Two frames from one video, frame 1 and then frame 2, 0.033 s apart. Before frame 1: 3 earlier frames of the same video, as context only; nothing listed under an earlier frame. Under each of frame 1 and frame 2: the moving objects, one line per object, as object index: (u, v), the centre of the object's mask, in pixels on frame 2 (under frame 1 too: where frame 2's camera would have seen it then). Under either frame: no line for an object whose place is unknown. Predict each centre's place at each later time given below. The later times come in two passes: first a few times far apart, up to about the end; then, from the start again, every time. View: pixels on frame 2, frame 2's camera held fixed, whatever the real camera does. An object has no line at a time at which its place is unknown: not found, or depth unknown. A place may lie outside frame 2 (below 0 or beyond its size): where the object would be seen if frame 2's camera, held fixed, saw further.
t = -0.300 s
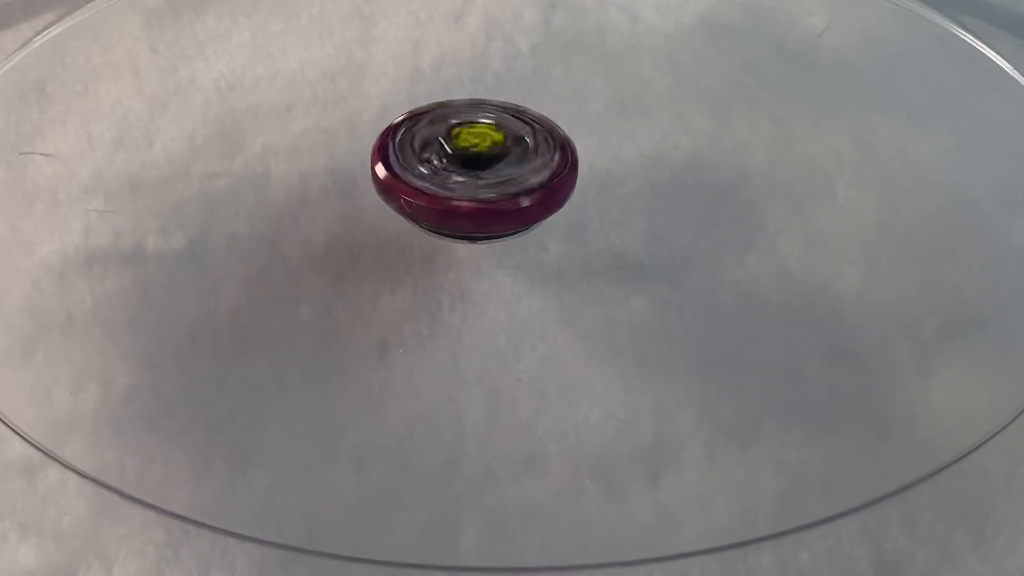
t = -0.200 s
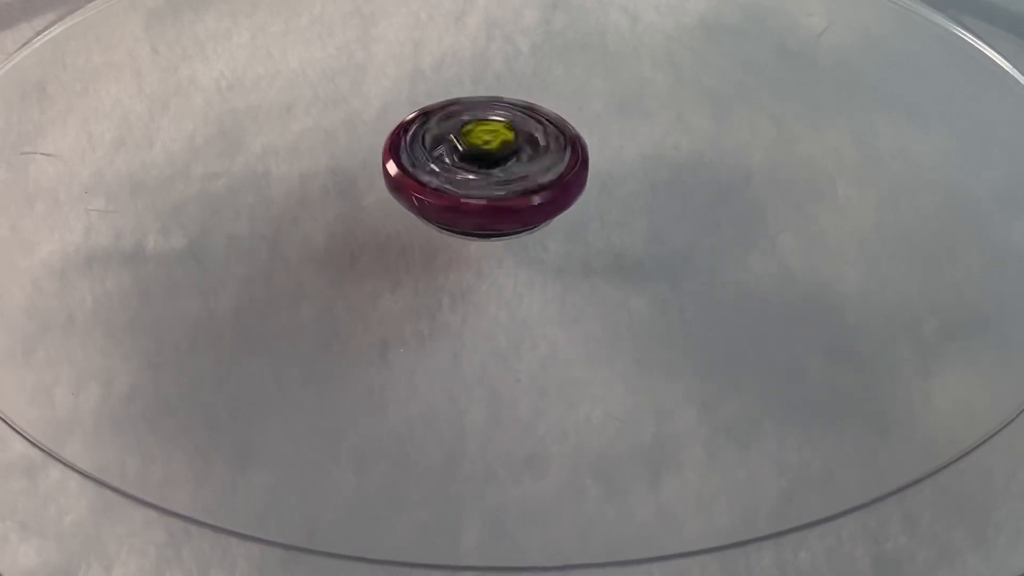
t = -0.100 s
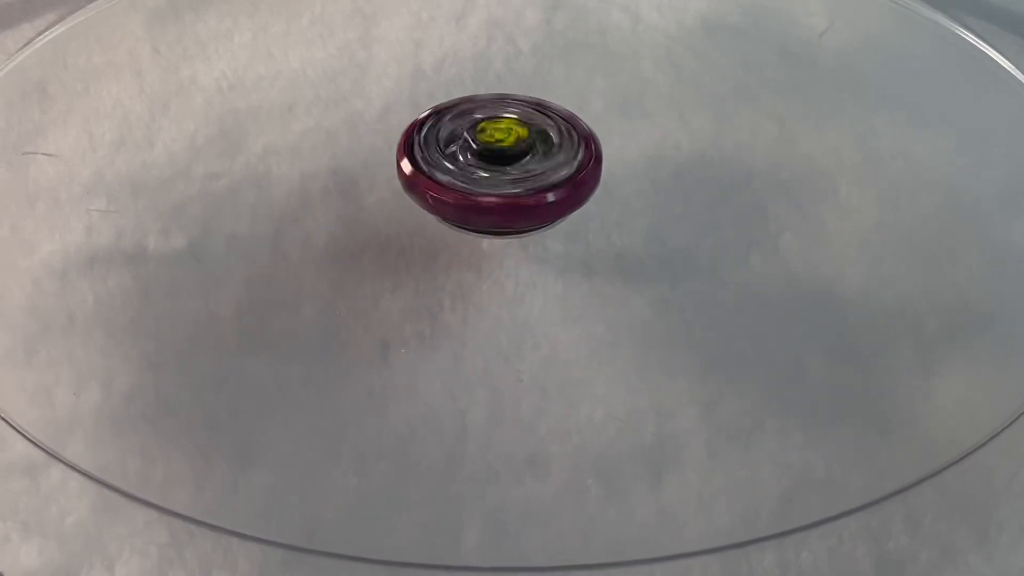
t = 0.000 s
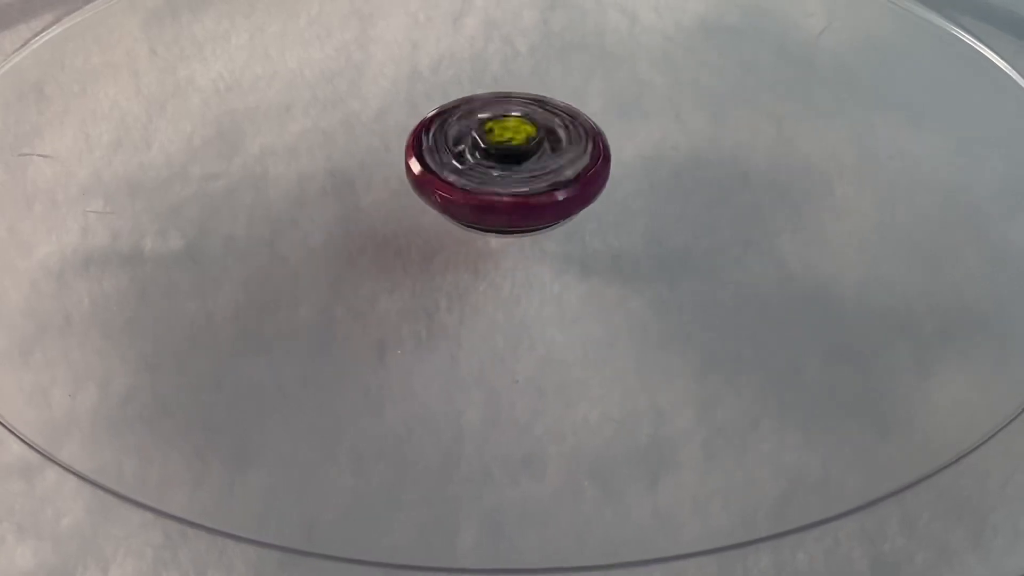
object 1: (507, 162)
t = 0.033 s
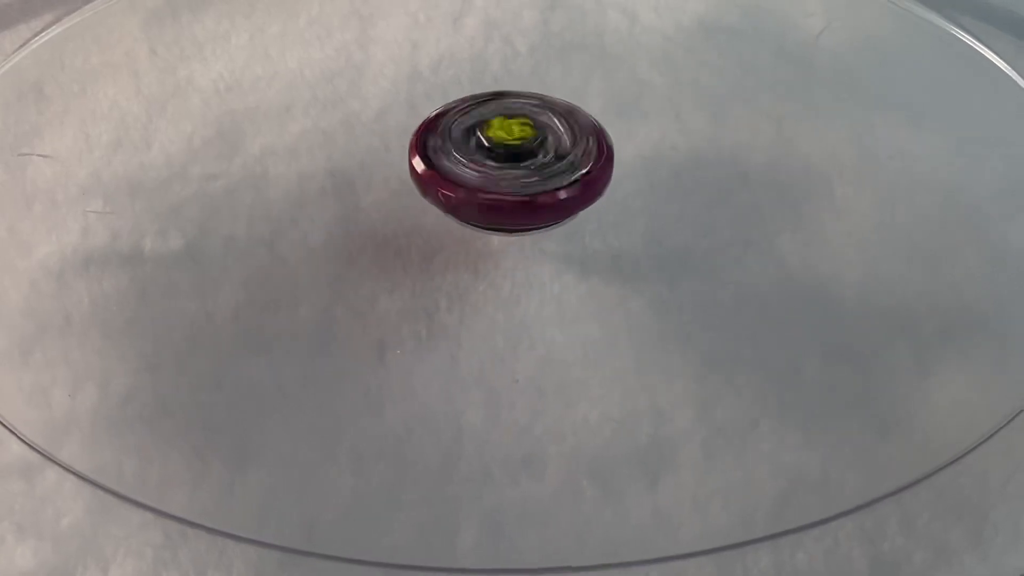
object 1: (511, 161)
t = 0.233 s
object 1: (539, 151)
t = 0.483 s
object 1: (552, 143)
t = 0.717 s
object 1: (553, 144)
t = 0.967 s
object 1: (547, 150)
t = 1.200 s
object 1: (541, 163)
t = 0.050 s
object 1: (513, 160)
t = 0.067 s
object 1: (515, 159)
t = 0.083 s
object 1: (517, 158)
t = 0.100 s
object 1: (519, 158)
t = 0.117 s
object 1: (522, 157)
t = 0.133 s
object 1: (525, 156)
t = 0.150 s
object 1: (527, 156)
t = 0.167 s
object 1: (530, 155)
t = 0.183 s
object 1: (532, 154)
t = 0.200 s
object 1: (534, 153)
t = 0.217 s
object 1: (537, 152)
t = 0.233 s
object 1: (539, 151)
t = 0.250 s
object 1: (542, 150)
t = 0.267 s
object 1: (543, 149)
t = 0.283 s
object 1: (544, 148)
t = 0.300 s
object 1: (546, 147)
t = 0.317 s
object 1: (547, 147)
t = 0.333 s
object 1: (548, 146)
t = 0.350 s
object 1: (548, 146)
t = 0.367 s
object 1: (549, 145)
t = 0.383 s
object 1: (550, 145)
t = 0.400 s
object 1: (550, 144)
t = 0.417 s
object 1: (550, 144)
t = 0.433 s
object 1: (551, 144)
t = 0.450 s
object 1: (551, 144)
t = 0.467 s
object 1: (551, 143)
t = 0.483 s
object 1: (552, 143)
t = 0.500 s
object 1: (552, 143)
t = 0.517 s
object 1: (552, 143)
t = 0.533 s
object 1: (552, 143)
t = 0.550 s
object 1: (552, 143)
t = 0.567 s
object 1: (552, 143)
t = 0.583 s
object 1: (552, 143)
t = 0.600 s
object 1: (552, 143)
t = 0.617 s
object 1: (553, 143)
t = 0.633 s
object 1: (553, 143)
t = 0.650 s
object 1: (553, 143)
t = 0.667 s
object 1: (553, 144)
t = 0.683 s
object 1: (554, 144)
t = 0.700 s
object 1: (553, 144)
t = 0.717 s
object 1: (553, 144)
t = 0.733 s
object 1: (553, 144)
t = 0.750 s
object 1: (553, 145)
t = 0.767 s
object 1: (553, 145)
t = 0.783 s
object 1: (552, 145)
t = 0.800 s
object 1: (552, 145)
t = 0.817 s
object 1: (552, 146)
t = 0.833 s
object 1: (551, 146)
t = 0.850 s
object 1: (551, 146)
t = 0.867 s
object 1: (551, 147)
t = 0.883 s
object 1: (550, 147)
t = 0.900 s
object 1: (550, 148)
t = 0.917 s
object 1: (550, 148)
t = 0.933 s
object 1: (549, 149)
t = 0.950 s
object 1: (548, 149)
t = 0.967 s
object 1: (547, 150)
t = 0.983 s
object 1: (547, 151)
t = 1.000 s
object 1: (547, 151)
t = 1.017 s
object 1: (546, 152)
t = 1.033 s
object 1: (546, 153)
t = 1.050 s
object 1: (545, 154)
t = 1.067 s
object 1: (544, 155)
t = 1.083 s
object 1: (543, 156)
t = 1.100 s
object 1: (543, 157)
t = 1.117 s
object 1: (543, 158)
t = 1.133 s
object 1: (542, 159)
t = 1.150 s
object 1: (541, 160)
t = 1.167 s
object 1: (542, 161)
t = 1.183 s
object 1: (541, 162)
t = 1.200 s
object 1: (541, 163)
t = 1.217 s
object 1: (541, 164)
